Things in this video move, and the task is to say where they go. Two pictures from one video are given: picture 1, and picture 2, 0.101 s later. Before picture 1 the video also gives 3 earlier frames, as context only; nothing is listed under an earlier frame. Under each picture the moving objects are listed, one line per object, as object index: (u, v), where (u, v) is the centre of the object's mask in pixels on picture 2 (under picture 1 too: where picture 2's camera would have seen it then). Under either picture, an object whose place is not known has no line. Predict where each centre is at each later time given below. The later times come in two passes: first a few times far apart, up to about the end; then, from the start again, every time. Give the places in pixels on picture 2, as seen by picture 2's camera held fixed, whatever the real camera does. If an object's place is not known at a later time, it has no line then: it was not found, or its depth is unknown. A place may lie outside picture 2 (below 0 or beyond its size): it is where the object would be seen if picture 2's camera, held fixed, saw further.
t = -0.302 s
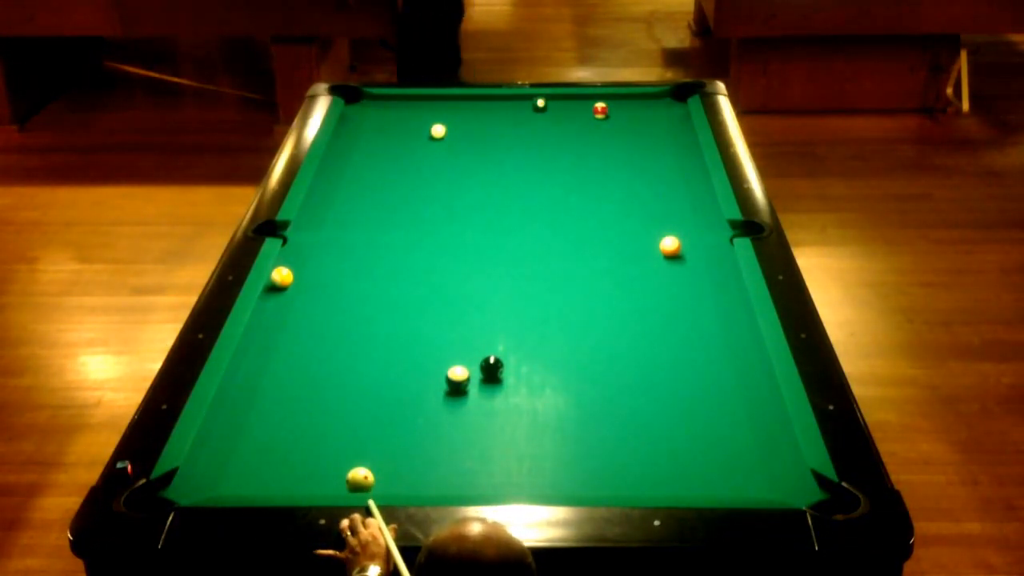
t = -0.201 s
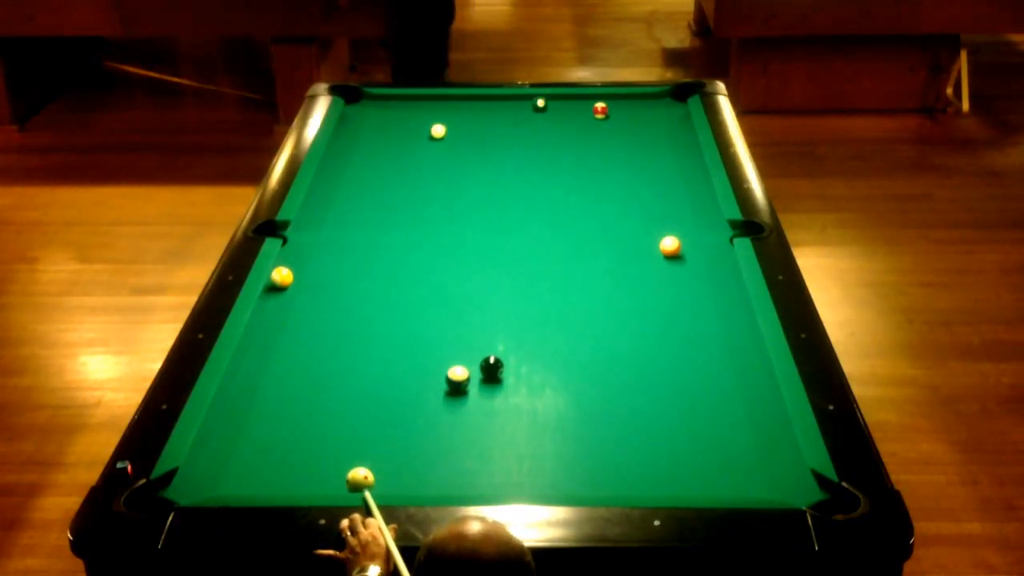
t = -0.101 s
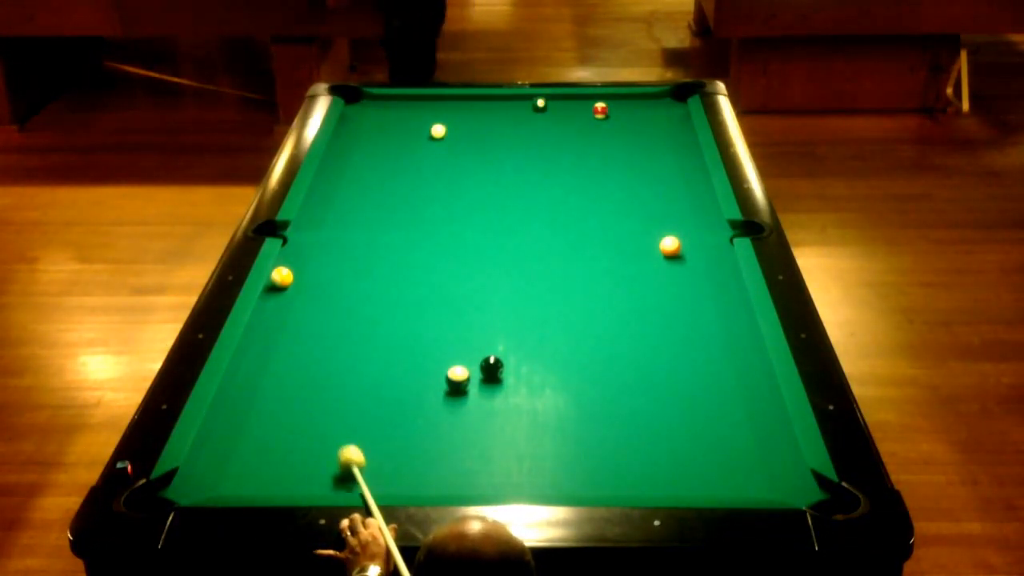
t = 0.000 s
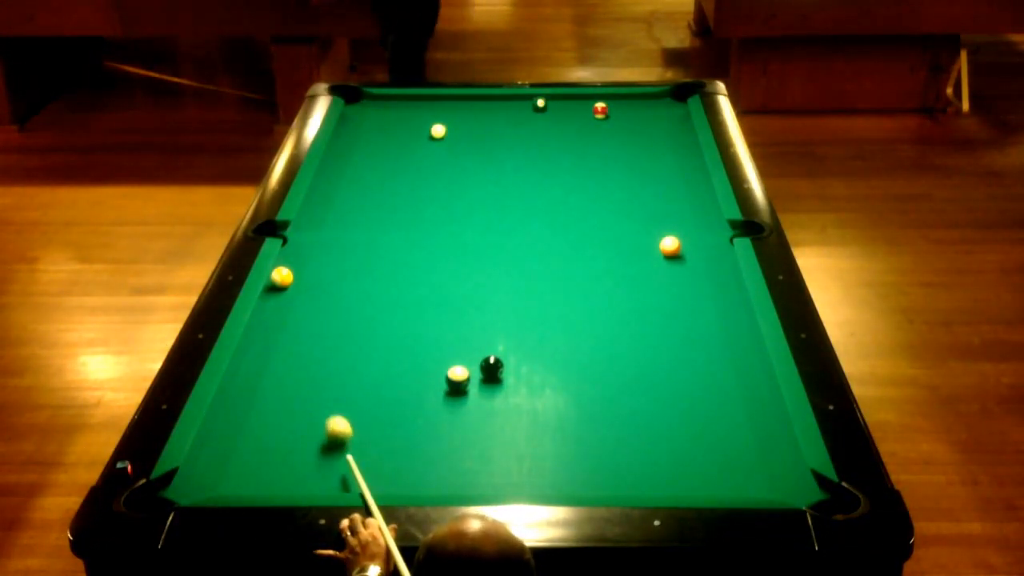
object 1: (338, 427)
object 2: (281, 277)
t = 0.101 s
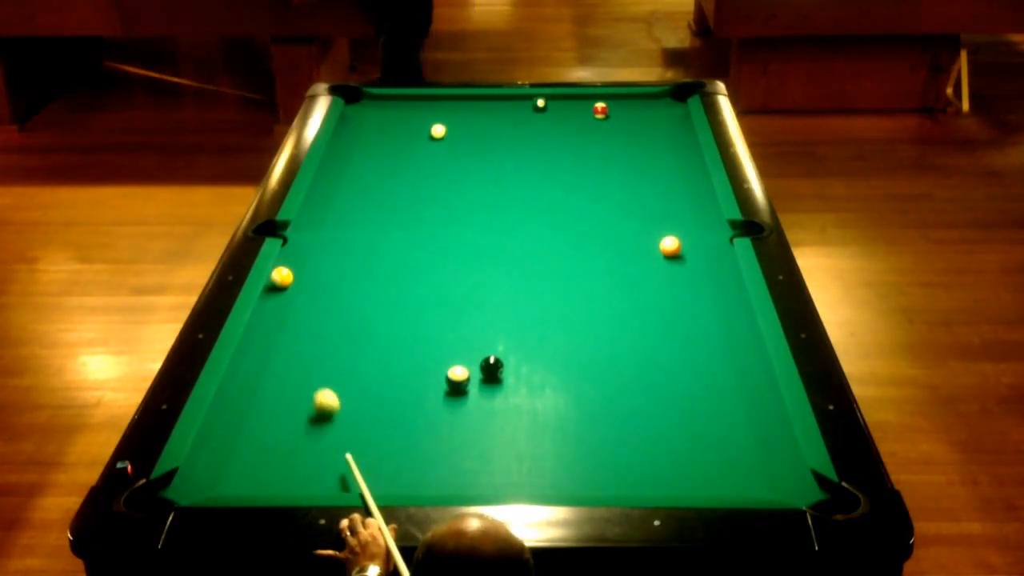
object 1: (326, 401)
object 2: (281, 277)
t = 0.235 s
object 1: (311, 368)
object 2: (281, 277)
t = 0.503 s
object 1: (285, 311)
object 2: (281, 277)
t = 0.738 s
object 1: (287, 285)
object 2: (291, 263)
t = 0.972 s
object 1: (313, 279)
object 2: (306, 241)
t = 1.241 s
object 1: (342, 272)
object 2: (321, 218)
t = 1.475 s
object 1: (364, 267)
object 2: (333, 201)
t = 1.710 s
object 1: (385, 261)
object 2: (344, 185)
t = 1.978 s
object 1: (407, 257)
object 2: (355, 170)
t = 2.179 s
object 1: (424, 253)
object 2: (365, 157)
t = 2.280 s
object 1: (431, 251)
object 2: (368, 152)
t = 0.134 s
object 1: (322, 392)
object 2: (281, 277)
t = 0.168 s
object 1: (318, 384)
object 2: (281, 277)
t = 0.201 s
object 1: (314, 376)
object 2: (281, 277)
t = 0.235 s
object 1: (311, 368)
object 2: (281, 277)
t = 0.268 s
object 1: (307, 360)
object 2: (281, 277)
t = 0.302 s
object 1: (304, 353)
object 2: (281, 277)
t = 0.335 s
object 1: (301, 345)
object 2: (281, 277)
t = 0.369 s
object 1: (298, 338)
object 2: (281, 277)
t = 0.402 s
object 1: (294, 331)
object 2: (281, 277)
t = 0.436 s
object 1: (291, 324)
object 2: (281, 277)
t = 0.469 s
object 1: (288, 317)
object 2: (281, 277)
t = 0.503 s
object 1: (285, 311)
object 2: (281, 277)
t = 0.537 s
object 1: (282, 305)
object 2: (281, 277)
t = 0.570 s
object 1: (280, 299)
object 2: (281, 276)
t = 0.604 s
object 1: (277, 292)
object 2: (282, 275)
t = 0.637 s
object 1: (274, 287)
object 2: (284, 274)
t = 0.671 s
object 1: (277, 286)
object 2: (286, 270)
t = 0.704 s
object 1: (282, 286)
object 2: (288, 266)
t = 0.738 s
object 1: (287, 285)
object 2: (291, 263)
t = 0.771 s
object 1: (290, 284)
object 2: (293, 260)
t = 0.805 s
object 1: (294, 283)
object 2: (296, 256)
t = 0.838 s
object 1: (298, 283)
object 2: (298, 253)
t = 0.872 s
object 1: (302, 282)
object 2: (300, 250)
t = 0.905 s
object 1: (306, 281)
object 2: (302, 247)
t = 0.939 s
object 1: (309, 280)
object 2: (304, 244)
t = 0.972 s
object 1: (313, 279)
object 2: (306, 241)
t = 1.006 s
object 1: (317, 278)
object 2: (308, 238)
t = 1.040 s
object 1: (321, 277)
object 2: (310, 235)
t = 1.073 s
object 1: (324, 276)
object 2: (312, 232)
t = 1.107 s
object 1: (328, 275)
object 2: (314, 229)
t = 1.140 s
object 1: (331, 274)
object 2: (316, 227)
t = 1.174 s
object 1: (335, 274)
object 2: (317, 224)
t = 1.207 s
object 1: (338, 273)
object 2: (319, 221)
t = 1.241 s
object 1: (342, 272)
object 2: (321, 218)
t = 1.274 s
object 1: (345, 271)
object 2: (323, 216)
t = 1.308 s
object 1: (348, 270)
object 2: (324, 214)
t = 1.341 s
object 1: (352, 269)
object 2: (326, 211)
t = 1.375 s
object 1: (355, 269)
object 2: (328, 208)
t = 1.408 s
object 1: (358, 268)
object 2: (330, 206)
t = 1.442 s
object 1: (361, 267)
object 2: (331, 203)
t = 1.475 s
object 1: (364, 267)
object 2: (333, 201)
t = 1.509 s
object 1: (368, 266)
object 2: (335, 199)
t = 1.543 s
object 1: (370, 265)
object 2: (336, 196)
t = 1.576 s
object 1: (373, 265)
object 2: (338, 194)
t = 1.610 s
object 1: (376, 264)
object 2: (339, 192)
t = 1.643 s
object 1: (379, 263)
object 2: (341, 190)
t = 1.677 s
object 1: (382, 262)
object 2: (342, 188)
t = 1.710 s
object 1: (385, 261)
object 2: (344, 185)
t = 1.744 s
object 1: (388, 261)
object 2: (345, 183)
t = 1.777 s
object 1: (391, 260)
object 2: (347, 181)
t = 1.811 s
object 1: (393, 260)
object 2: (348, 179)
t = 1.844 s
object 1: (396, 259)
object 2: (350, 177)
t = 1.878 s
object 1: (399, 258)
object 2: (351, 175)
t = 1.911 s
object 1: (401, 258)
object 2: (353, 173)
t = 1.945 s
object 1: (404, 257)
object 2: (354, 171)
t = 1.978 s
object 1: (407, 257)
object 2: (355, 170)
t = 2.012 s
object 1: (409, 256)
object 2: (357, 168)
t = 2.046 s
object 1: (414, 255)
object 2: (360, 164)
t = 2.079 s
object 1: (417, 254)
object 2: (361, 162)
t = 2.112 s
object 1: (420, 254)
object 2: (362, 160)
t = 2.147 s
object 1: (422, 253)
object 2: (364, 158)
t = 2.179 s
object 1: (424, 253)
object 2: (365, 157)
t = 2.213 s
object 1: (427, 252)
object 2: (366, 155)
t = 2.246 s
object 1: (429, 252)
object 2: (367, 153)
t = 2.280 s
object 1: (431, 251)
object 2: (368, 152)
